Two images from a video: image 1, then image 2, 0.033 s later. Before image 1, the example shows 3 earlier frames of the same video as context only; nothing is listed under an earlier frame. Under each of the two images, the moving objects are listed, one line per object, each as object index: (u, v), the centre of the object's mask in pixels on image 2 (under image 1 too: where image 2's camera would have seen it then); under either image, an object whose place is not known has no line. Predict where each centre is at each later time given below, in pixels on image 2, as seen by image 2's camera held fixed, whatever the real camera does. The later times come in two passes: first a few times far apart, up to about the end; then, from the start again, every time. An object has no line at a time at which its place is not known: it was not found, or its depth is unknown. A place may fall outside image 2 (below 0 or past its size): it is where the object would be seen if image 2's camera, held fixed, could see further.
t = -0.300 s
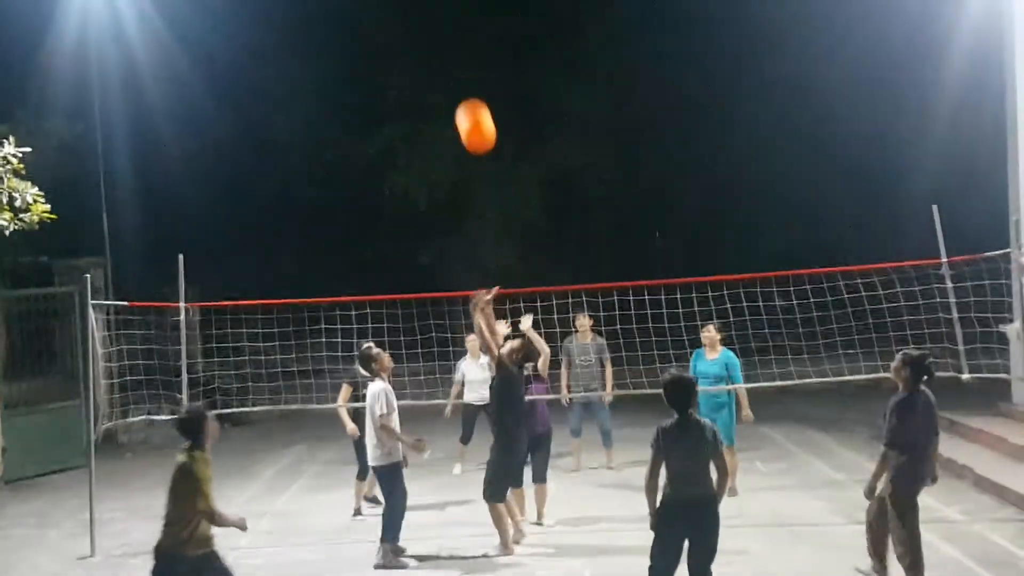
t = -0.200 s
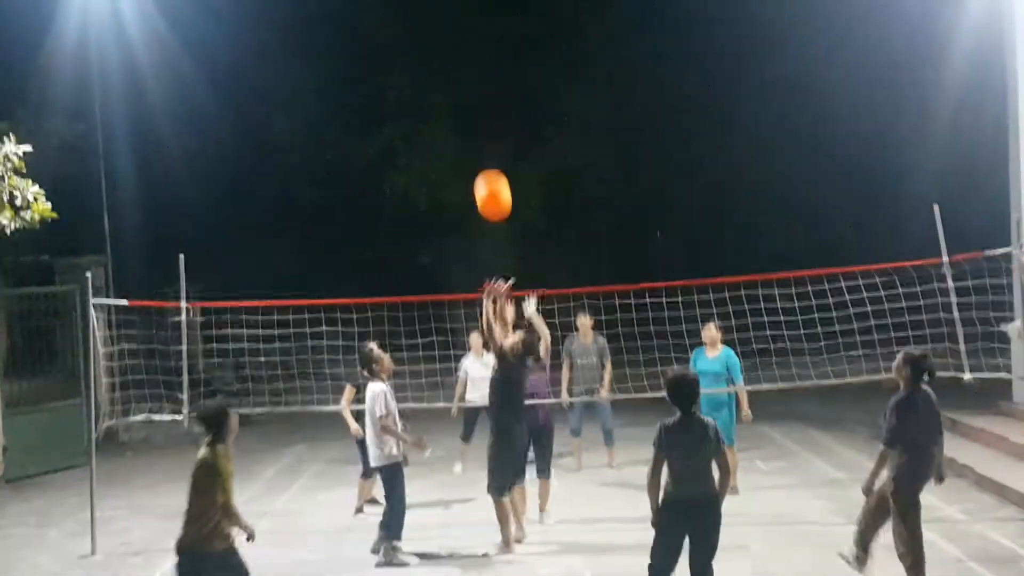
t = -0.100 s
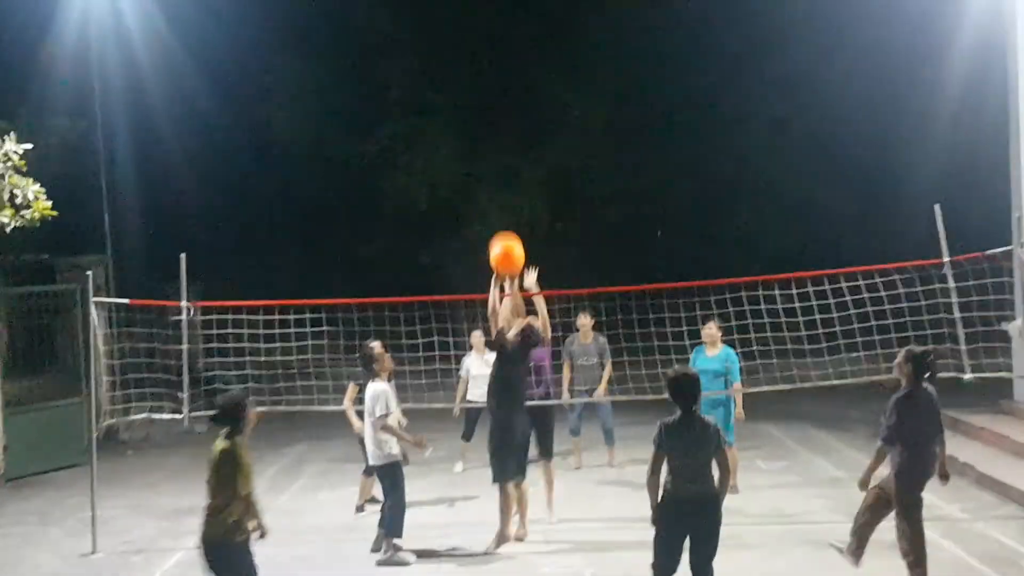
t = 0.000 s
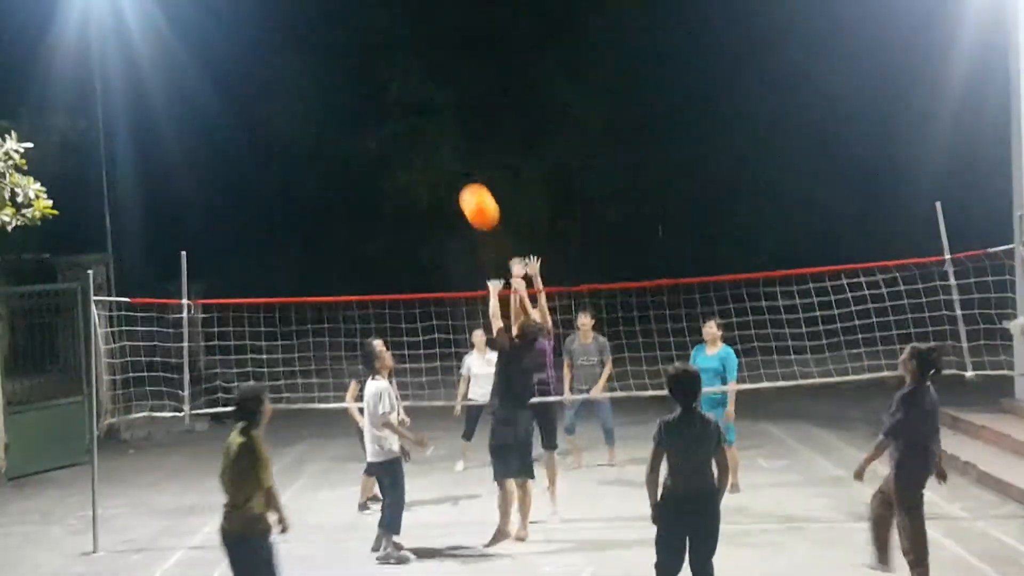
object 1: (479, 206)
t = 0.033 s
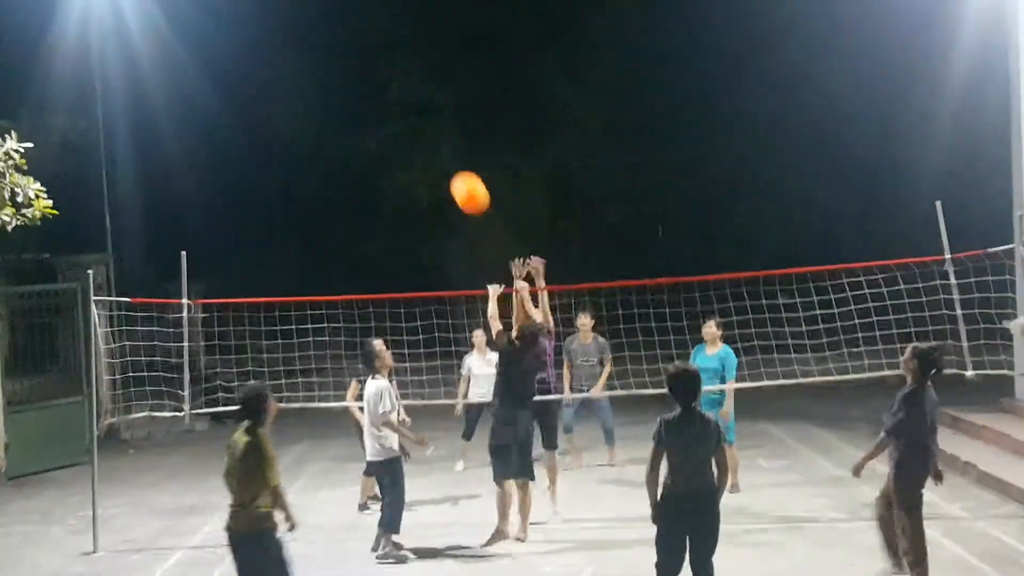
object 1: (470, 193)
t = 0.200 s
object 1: (429, 154)
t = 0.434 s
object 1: (386, 158)
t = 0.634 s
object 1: (358, 203)
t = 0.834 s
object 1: (339, 273)
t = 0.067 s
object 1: (461, 182)
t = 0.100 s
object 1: (452, 172)
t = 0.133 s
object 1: (444, 164)
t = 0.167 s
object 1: (436, 158)
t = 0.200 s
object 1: (429, 154)
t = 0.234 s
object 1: (422, 151)
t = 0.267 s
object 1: (415, 149)
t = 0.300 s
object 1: (409, 148)
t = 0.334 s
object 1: (402, 149)
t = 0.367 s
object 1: (397, 151)
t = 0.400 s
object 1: (391, 154)
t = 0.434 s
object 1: (386, 158)
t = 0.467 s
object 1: (381, 164)
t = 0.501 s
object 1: (376, 170)
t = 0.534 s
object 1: (371, 177)
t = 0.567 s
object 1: (367, 184)
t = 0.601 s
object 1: (363, 194)
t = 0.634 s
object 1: (358, 203)
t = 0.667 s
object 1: (355, 213)
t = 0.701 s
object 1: (351, 223)
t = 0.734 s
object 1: (348, 235)
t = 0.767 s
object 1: (344, 247)
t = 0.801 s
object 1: (342, 260)
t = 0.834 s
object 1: (339, 273)
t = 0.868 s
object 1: (337, 286)
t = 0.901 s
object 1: (334, 301)
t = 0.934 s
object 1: (332, 317)
